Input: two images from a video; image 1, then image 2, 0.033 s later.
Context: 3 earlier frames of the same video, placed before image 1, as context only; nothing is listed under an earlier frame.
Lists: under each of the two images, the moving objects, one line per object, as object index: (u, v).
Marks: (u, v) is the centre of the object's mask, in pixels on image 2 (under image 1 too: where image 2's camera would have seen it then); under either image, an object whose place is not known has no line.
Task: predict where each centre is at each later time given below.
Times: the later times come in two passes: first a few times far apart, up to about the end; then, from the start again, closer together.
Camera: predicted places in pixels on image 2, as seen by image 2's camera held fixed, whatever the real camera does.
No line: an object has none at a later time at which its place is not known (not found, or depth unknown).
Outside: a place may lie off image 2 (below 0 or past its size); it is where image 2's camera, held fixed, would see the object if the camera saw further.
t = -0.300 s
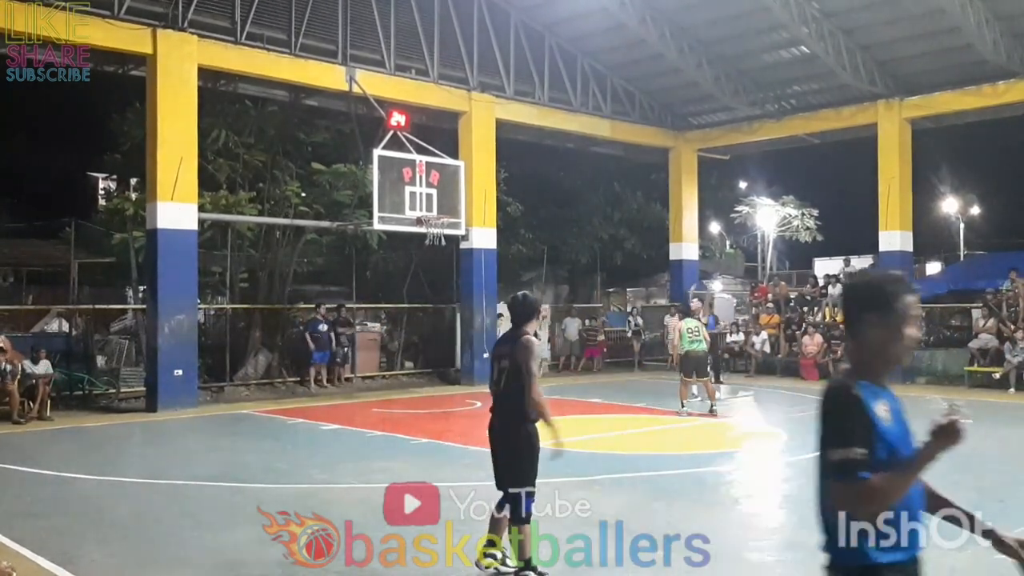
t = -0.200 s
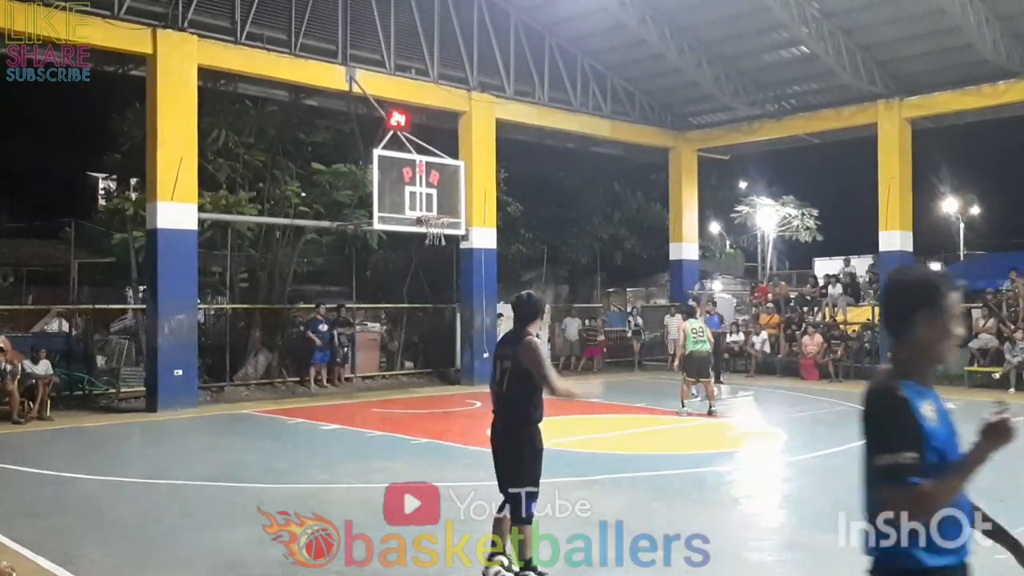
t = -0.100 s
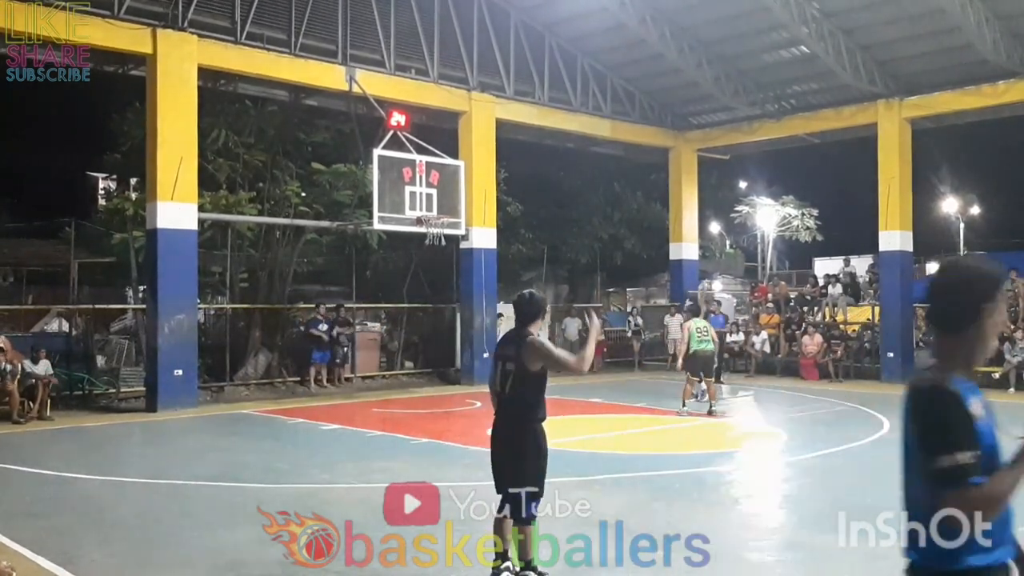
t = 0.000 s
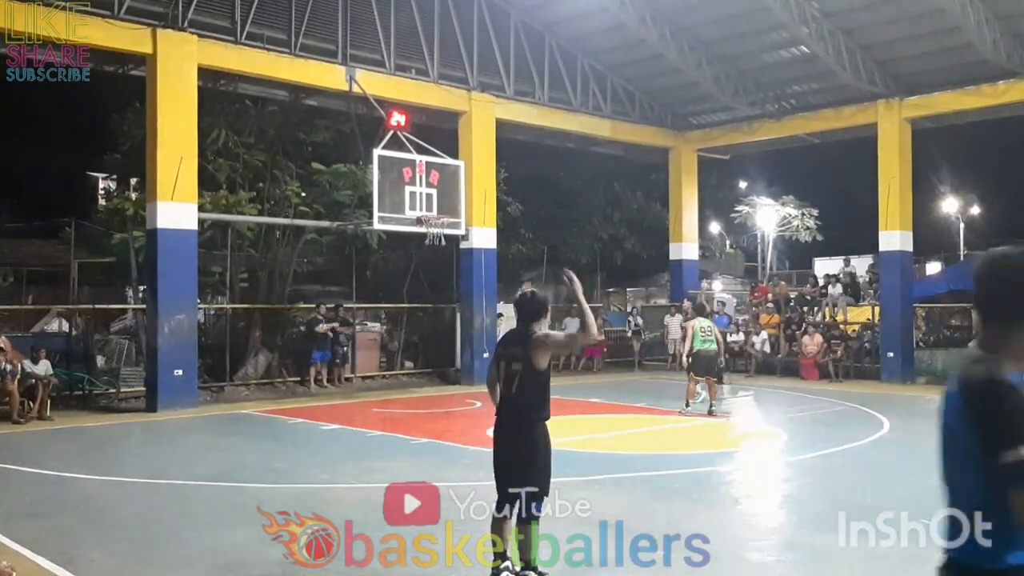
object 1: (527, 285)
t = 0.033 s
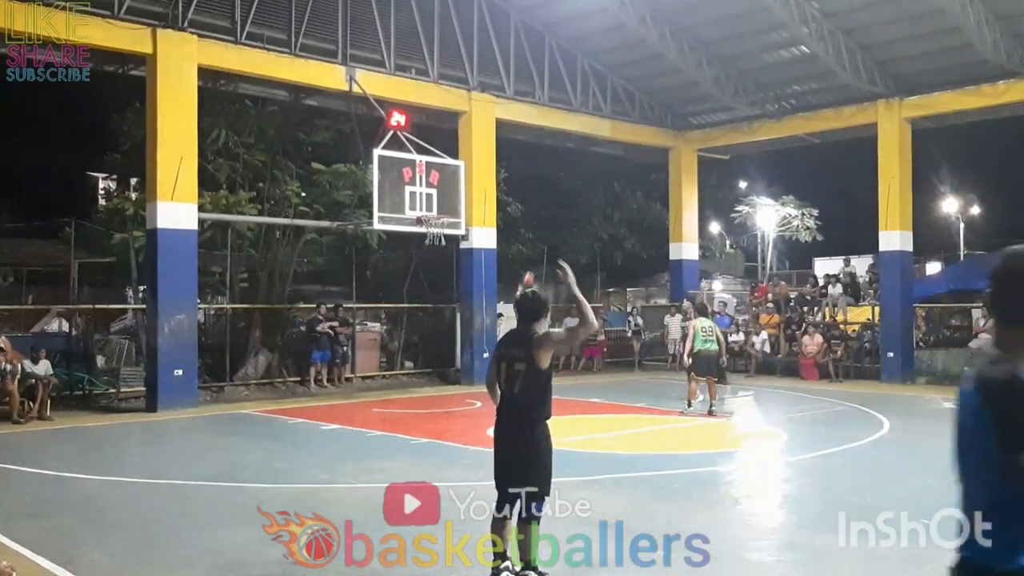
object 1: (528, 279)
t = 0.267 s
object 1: (542, 216)
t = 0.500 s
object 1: (562, 169)
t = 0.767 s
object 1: (595, 144)
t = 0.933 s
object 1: (623, 157)
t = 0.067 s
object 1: (530, 269)
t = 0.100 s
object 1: (531, 259)
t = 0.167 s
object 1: (534, 241)
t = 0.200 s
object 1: (536, 233)
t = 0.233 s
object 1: (539, 225)
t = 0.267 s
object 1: (542, 216)
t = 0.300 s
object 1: (544, 209)
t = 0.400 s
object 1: (552, 187)
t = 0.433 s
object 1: (555, 181)
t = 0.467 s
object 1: (558, 175)
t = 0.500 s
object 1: (562, 169)
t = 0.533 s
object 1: (566, 164)
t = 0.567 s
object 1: (569, 160)
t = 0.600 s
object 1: (573, 155)
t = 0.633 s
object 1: (577, 152)
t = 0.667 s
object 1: (582, 149)
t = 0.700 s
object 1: (586, 147)
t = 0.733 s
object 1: (590, 145)
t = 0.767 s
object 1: (595, 144)
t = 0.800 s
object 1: (600, 145)
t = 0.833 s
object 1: (606, 146)
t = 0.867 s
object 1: (612, 149)
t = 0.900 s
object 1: (617, 152)
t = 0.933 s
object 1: (623, 157)
